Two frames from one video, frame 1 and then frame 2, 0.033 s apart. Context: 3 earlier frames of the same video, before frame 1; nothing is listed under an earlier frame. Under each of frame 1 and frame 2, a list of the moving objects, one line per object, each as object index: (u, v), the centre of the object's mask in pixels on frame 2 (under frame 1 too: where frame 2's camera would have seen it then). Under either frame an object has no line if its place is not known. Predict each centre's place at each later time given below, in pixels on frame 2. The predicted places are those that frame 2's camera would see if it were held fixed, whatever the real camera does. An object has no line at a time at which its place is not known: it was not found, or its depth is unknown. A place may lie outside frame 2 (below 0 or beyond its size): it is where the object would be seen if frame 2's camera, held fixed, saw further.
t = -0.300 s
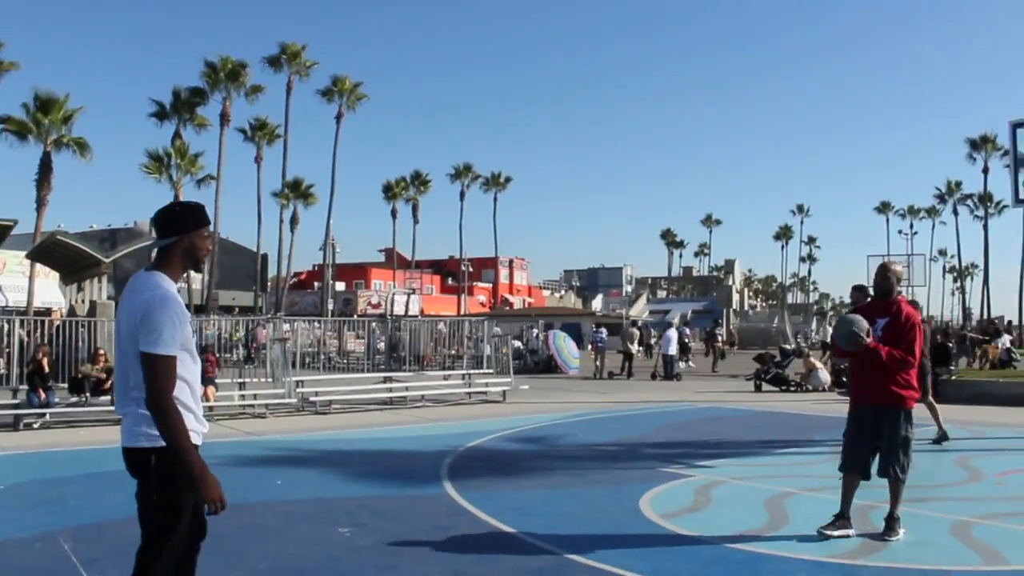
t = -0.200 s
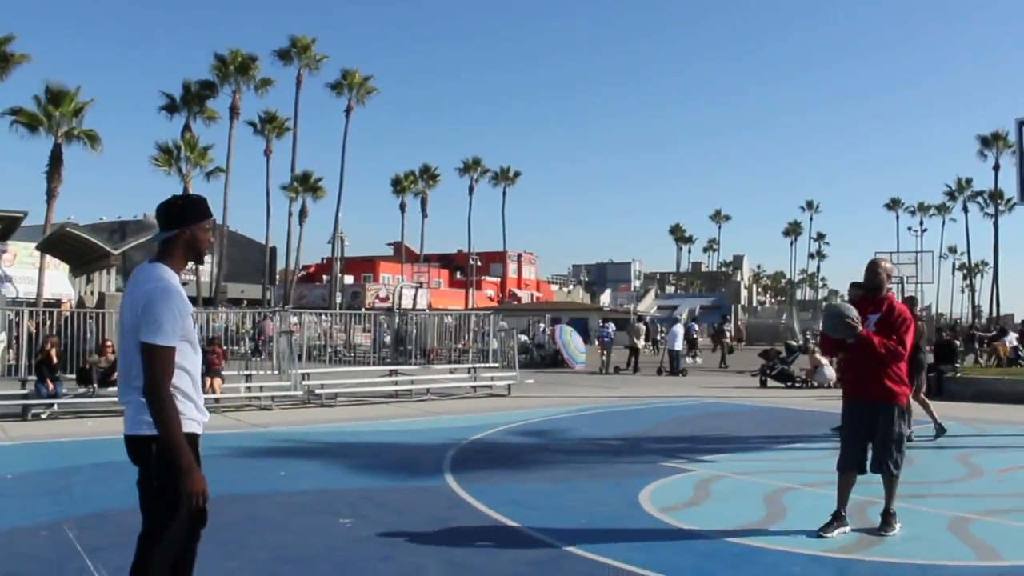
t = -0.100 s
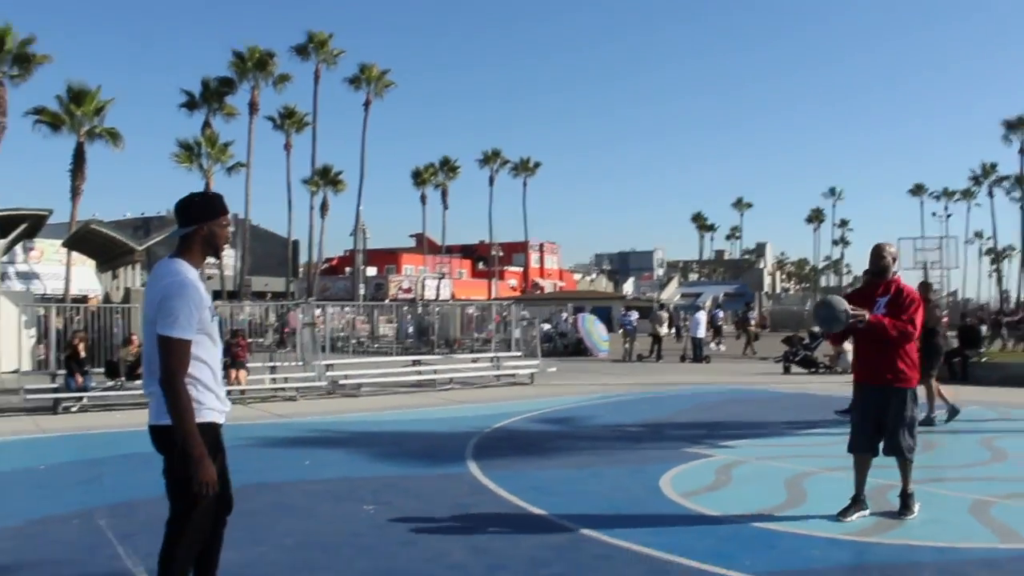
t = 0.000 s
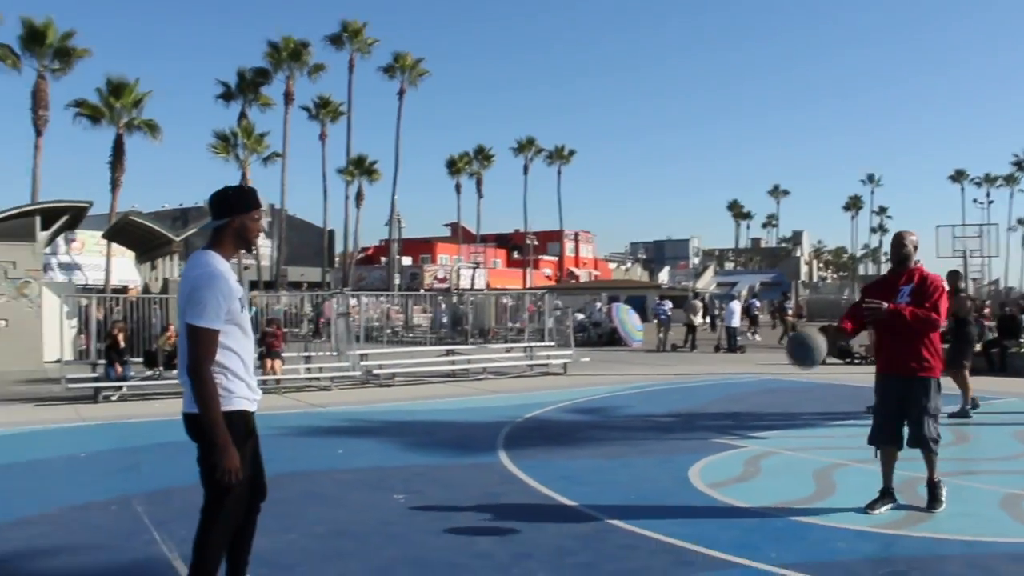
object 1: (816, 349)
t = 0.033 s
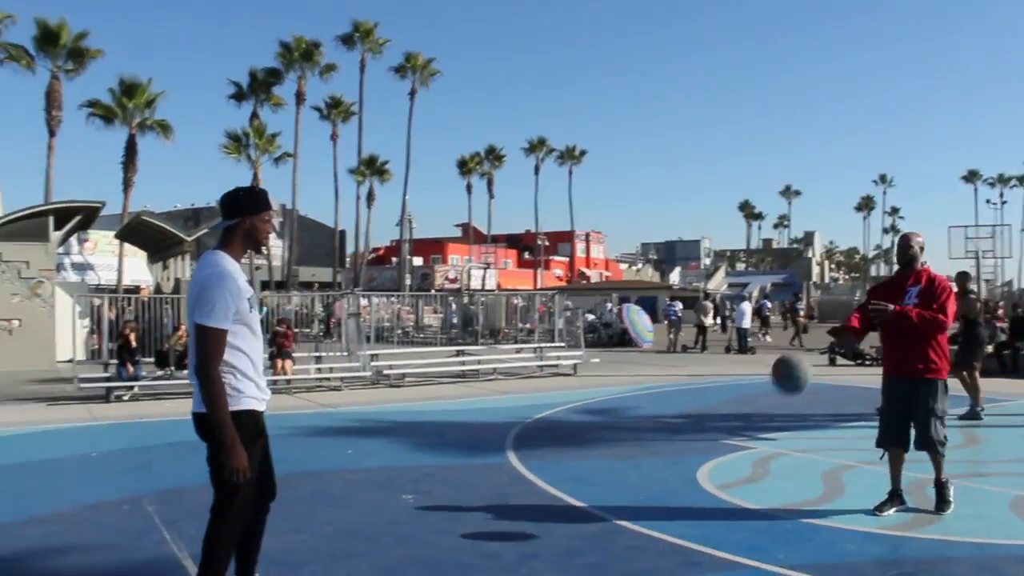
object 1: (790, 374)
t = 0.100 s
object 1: (743, 429)
